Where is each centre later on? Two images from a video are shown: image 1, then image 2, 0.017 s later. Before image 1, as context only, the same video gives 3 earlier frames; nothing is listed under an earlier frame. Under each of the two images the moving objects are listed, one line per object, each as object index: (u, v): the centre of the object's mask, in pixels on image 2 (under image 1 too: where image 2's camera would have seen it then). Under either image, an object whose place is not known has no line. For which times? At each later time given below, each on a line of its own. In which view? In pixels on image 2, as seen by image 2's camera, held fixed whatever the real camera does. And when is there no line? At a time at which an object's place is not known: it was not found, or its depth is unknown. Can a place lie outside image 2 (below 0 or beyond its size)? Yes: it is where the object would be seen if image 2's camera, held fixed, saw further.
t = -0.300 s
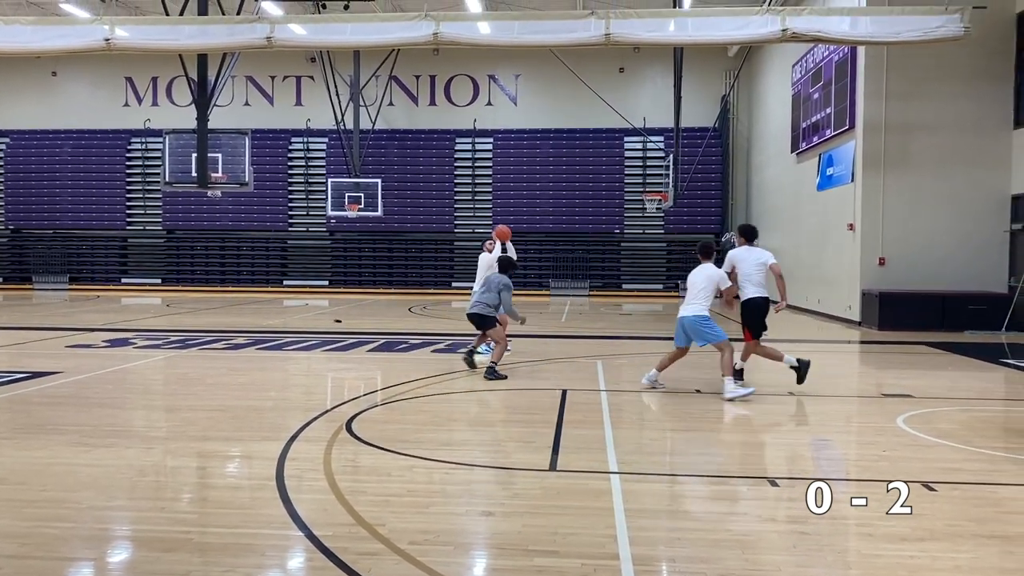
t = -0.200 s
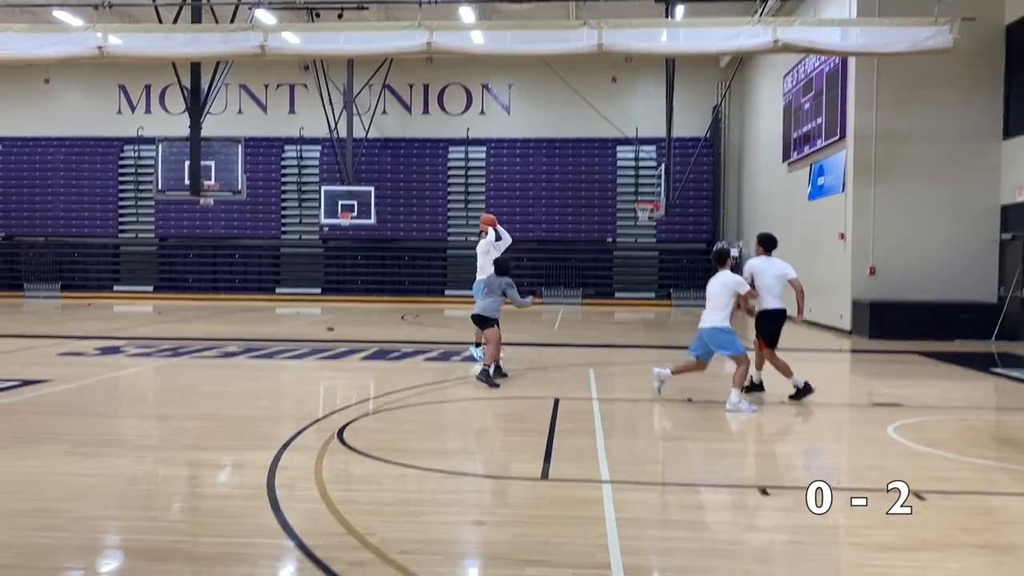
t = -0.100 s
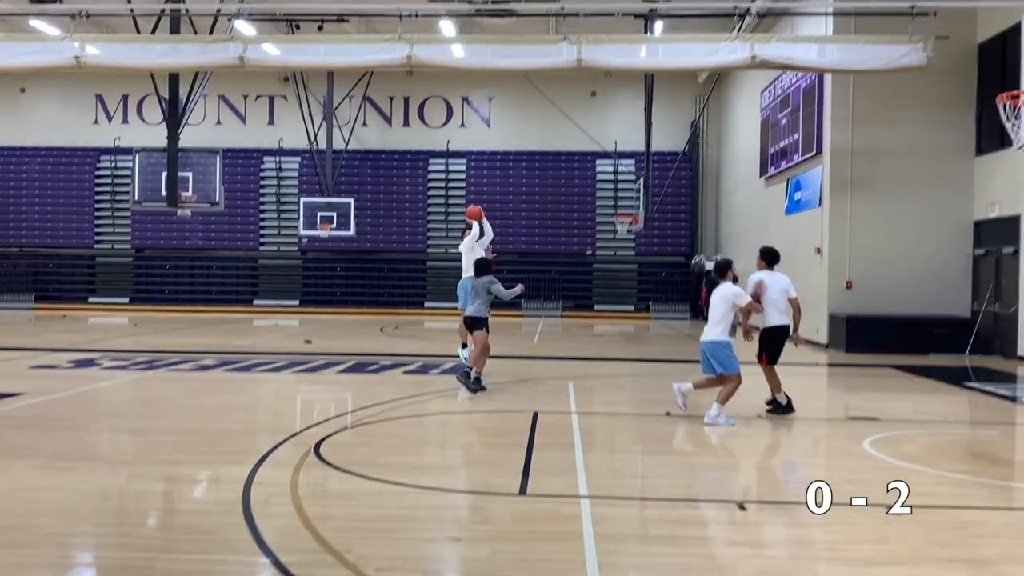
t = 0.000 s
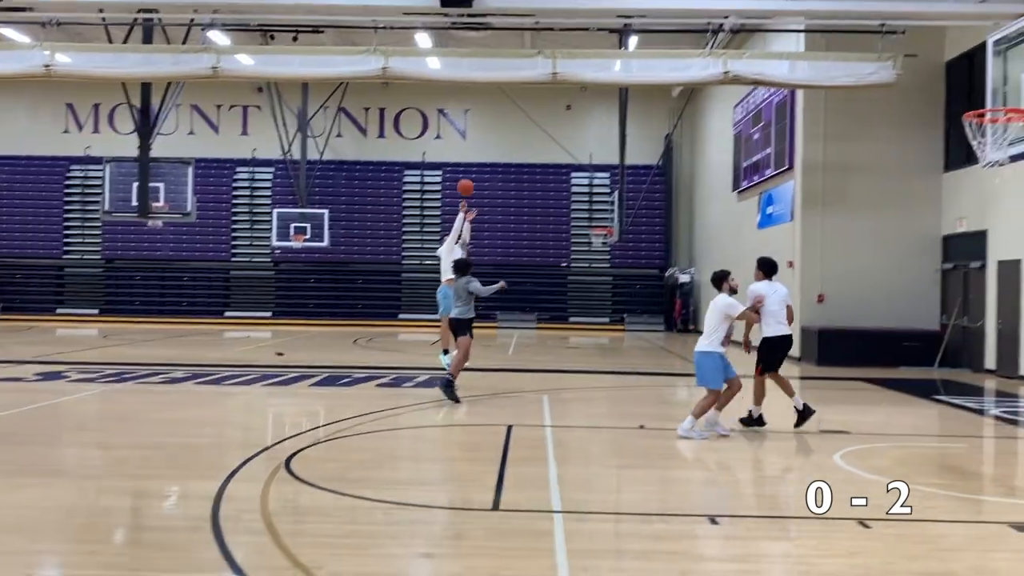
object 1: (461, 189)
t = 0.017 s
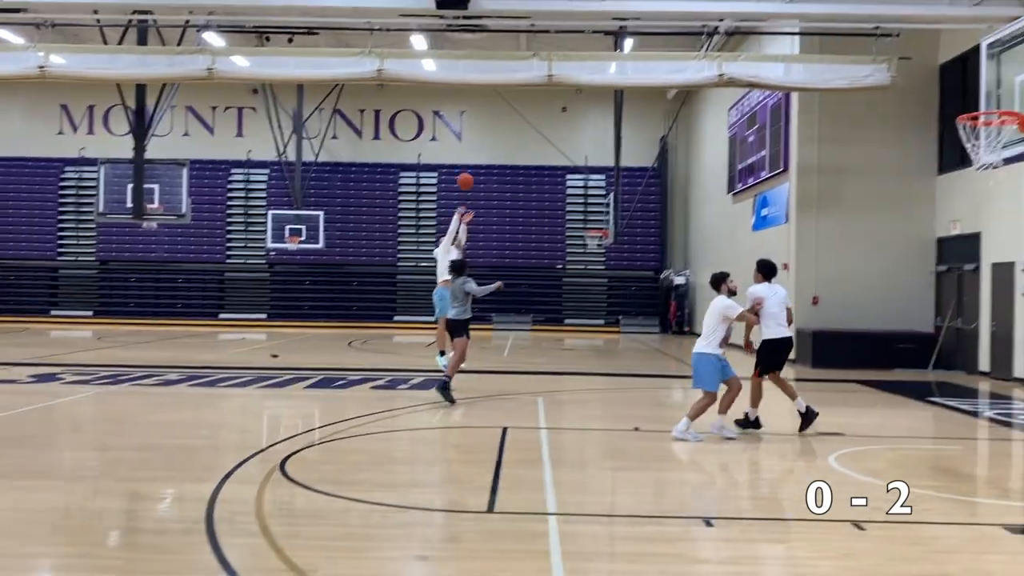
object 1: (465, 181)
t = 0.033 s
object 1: (469, 173)
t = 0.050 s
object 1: (473, 167)
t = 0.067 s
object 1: (477, 158)
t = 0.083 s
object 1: (481, 151)
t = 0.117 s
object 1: (489, 137)
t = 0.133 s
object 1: (493, 130)
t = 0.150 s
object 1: (497, 123)
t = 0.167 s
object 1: (501, 116)
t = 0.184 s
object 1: (505, 109)
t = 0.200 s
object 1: (510, 102)
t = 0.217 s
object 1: (514, 95)
